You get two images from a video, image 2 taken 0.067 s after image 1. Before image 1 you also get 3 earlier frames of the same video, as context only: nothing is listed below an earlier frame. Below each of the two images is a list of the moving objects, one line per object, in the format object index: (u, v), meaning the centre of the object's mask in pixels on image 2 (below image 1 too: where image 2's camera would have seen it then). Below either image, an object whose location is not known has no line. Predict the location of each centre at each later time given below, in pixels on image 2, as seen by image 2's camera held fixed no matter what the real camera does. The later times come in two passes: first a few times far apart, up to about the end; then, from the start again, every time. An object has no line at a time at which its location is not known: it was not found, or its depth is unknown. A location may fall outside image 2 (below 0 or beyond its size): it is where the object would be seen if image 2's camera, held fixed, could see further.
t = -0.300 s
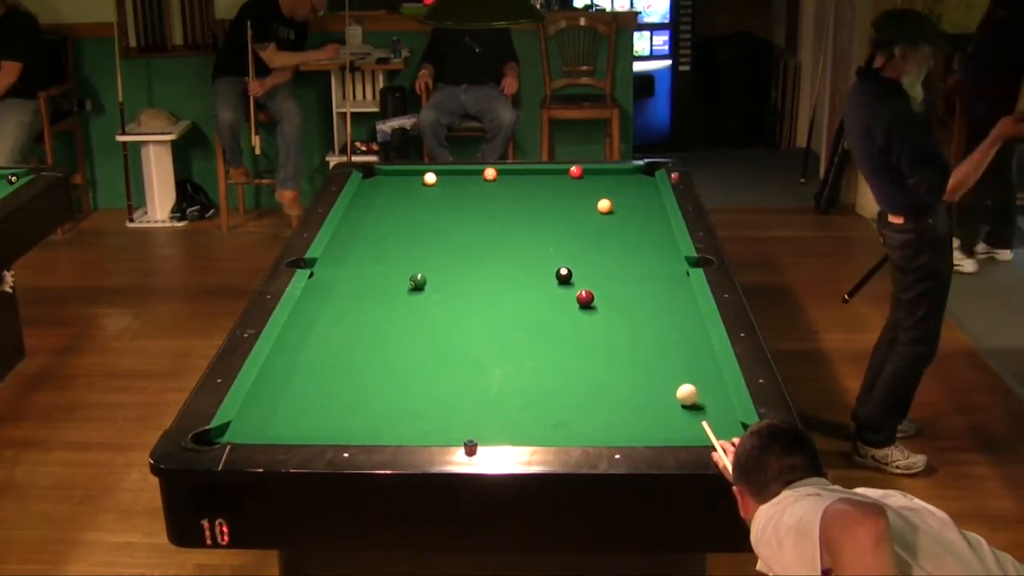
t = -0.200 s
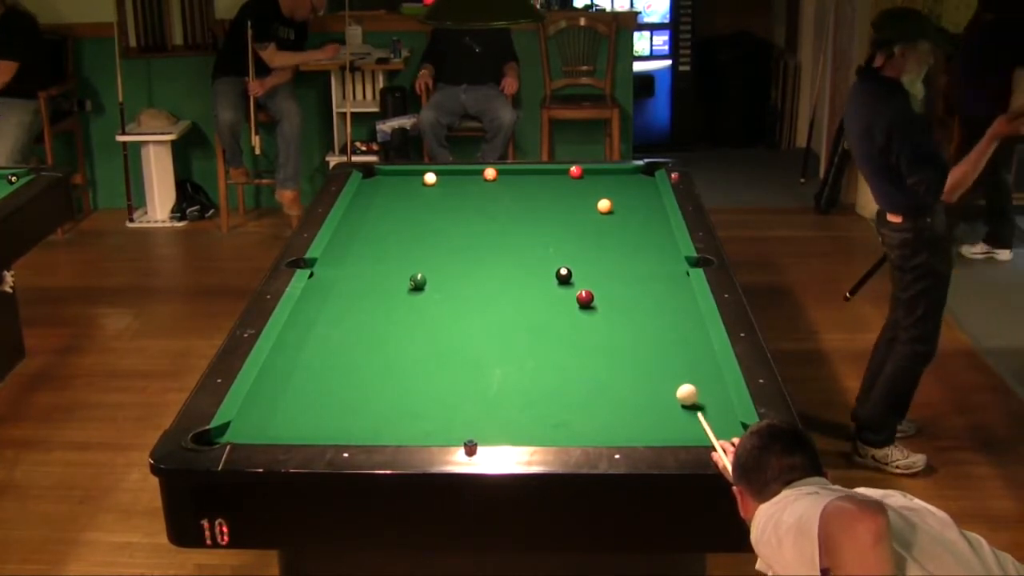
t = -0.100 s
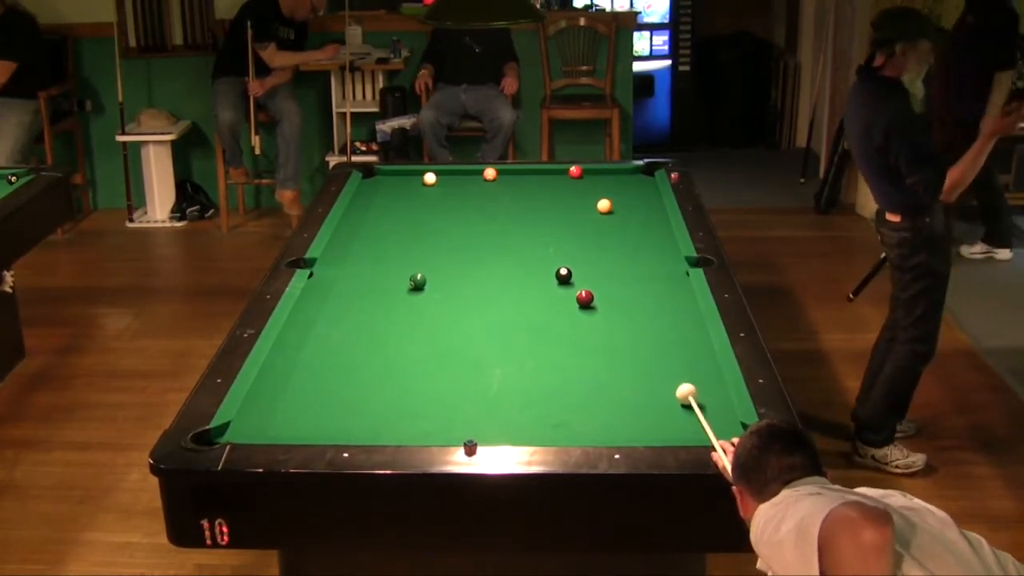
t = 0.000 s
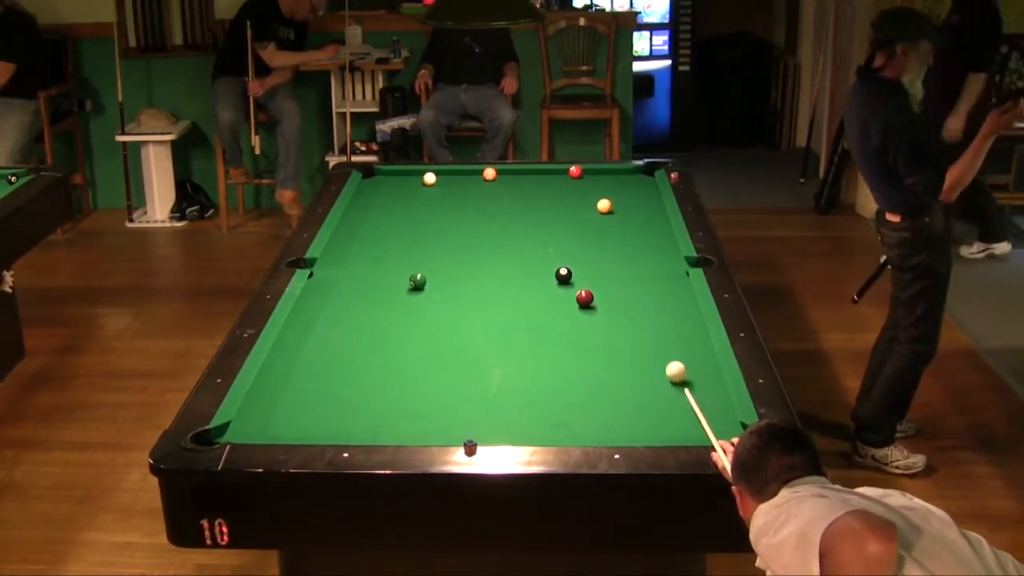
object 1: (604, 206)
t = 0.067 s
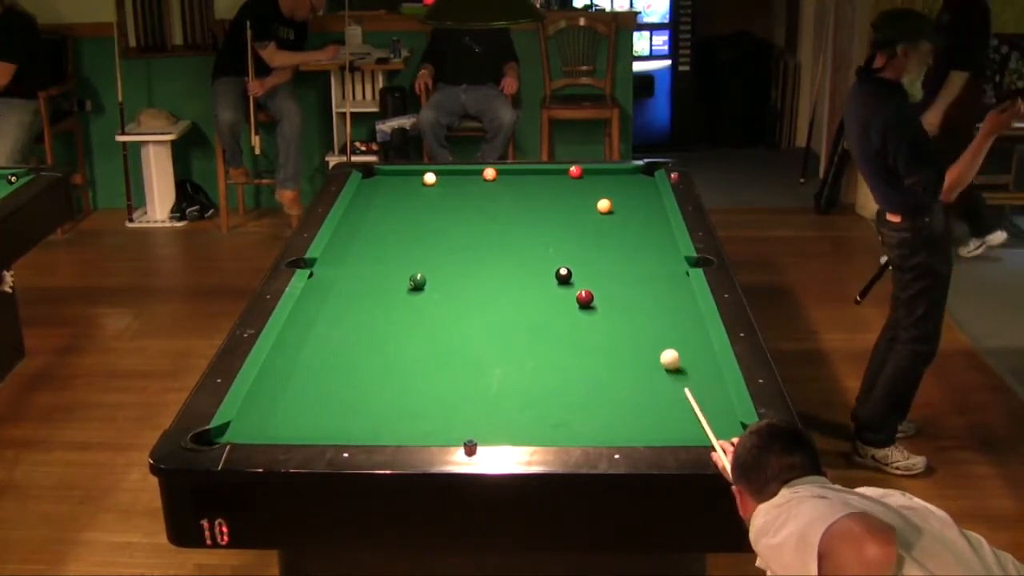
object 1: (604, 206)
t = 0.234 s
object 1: (604, 206)
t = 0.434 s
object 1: (604, 206)
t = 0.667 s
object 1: (605, 206)
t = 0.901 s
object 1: (605, 206)
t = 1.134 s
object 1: (605, 206)
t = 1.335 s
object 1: (606, 203)
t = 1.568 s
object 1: (614, 194)
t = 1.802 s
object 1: (622, 185)
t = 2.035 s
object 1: (629, 177)
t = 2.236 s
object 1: (634, 171)
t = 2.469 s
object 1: (648, 172)
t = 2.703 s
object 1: (644, 172)
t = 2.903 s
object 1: (640, 171)
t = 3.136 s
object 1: (637, 170)
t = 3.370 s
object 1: (637, 171)
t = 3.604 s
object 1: (638, 171)
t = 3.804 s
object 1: (637, 171)
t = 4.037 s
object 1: (638, 171)
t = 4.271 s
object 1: (637, 171)
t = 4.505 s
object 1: (637, 171)
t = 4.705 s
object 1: (637, 171)
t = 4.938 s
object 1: (637, 171)
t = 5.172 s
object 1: (637, 171)
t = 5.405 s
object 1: (637, 171)
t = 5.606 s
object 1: (637, 171)
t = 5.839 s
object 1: (637, 171)
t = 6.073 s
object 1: (637, 171)
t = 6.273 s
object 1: (637, 171)
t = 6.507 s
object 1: (637, 171)
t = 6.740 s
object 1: (637, 171)
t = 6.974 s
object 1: (637, 171)
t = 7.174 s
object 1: (637, 171)
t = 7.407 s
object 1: (637, 171)
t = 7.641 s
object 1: (637, 171)
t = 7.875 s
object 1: (637, 171)
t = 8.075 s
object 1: (637, 171)
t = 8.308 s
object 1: (637, 171)
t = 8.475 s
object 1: (637, 171)
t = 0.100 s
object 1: (604, 206)
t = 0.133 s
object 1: (604, 206)
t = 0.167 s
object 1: (604, 206)
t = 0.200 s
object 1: (604, 206)
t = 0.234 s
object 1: (604, 206)
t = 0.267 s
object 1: (604, 206)
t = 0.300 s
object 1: (604, 206)
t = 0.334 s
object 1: (604, 206)
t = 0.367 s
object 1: (604, 206)
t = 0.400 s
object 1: (604, 206)
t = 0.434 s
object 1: (604, 206)
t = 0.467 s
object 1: (604, 206)
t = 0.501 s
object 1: (604, 206)
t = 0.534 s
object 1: (605, 206)
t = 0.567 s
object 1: (604, 206)
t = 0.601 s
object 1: (604, 206)
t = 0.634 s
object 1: (605, 206)
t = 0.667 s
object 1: (605, 206)
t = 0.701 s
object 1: (605, 206)
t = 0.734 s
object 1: (604, 206)
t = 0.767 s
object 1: (605, 206)
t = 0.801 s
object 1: (604, 206)
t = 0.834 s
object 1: (604, 206)
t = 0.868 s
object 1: (605, 206)
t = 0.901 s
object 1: (605, 206)
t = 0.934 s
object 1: (605, 206)
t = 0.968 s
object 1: (605, 206)
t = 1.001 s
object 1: (604, 206)
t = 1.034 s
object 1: (605, 206)
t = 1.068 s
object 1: (605, 206)
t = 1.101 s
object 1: (605, 206)
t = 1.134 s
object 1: (605, 206)
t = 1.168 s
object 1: (604, 206)
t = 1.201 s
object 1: (604, 205)
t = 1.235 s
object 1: (604, 205)
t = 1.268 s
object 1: (605, 204)
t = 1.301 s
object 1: (605, 204)
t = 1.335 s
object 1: (606, 203)
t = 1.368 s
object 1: (607, 203)
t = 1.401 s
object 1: (608, 201)
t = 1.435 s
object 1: (610, 200)
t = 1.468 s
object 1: (611, 198)
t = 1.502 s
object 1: (612, 197)
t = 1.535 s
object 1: (613, 195)
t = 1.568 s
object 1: (614, 194)
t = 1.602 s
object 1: (615, 193)
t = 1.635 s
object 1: (616, 192)
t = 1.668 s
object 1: (617, 190)
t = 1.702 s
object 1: (619, 189)
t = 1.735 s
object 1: (620, 188)
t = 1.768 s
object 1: (621, 186)
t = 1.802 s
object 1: (622, 185)
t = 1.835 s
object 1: (623, 184)
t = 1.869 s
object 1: (624, 183)
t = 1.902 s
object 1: (625, 182)
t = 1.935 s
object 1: (626, 180)
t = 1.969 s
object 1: (626, 179)
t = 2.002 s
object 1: (628, 178)
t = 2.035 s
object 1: (629, 177)
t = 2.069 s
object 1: (630, 176)
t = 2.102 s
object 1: (630, 175)
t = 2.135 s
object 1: (631, 174)
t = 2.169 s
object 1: (632, 173)
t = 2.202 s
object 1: (633, 172)
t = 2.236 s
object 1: (634, 171)
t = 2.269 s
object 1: (636, 171)
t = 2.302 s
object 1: (638, 171)
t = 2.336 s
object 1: (640, 171)
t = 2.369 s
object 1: (642, 172)
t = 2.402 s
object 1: (645, 172)
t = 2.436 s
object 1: (646, 172)
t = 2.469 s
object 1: (648, 172)
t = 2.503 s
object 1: (648, 172)
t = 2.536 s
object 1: (648, 172)
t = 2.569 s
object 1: (647, 172)
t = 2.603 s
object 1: (646, 172)
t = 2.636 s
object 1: (645, 172)
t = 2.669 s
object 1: (645, 172)
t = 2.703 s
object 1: (644, 172)
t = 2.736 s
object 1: (643, 171)
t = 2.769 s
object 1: (643, 171)
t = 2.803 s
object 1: (642, 171)
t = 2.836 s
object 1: (642, 171)
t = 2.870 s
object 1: (641, 171)
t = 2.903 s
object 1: (640, 171)
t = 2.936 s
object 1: (640, 171)
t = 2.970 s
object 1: (639, 171)
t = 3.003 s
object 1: (638, 171)
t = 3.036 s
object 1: (638, 170)
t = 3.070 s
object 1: (637, 170)
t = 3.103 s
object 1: (637, 170)
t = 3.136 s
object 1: (637, 170)
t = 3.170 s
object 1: (637, 170)
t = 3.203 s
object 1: (637, 170)
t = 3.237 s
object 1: (637, 170)
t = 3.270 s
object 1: (637, 170)
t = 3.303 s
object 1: (637, 170)
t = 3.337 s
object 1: (637, 171)
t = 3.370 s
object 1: (637, 171)
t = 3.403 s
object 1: (637, 170)
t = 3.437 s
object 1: (637, 171)
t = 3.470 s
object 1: (637, 171)
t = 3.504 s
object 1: (638, 171)
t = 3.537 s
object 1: (638, 171)
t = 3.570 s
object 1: (638, 171)
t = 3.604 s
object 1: (638, 171)
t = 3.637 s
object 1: (638, 171)
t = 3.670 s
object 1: (638, 171)
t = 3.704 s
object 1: (638, 171)
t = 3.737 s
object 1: (638, 171)
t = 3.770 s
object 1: (637, 171)
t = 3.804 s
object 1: (637, 171)
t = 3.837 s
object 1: (638, 171)
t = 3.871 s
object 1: (638, 171)
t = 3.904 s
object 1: (638, 171)
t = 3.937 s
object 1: (638, 171)
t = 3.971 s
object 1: (637, 171)
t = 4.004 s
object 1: (637, 171)
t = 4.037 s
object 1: (638, 171)
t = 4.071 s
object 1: (637, 171)
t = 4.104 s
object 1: (638, 171)
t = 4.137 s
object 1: (637, 171)
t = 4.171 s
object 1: (637, 171)
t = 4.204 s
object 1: (637, 171)
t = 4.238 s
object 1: (637, 171)
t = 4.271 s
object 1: (637, 171)
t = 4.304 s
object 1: (637, 171)
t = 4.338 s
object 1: (637, 171)
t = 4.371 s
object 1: (637, 171)
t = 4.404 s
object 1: (637, 171)
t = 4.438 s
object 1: (637, 171)
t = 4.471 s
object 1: (637, 171)
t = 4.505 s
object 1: (637, 171)
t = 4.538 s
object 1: (637, 171)
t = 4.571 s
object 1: (637, 171)
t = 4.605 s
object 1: (637, 171)
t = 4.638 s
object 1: (637, 171)
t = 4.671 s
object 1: (637, 171)
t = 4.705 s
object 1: (637, 171)
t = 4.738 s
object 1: (637, 171)
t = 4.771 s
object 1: (637, 171)
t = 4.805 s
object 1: (637, 171)
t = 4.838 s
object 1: (637, 171)
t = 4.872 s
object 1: (637, 171)
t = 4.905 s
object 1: (637, 171)
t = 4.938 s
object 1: (637, 171)
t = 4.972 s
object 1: (637, 171)
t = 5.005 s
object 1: (637, 171)
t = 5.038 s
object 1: (637, 171)
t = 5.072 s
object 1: (638, 170)
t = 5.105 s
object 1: (637, 171)
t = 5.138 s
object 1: (637, 171)
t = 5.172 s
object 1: (637, 171)
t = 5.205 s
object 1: (637, 171)
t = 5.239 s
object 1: (637, 171)
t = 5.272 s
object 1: (637, 171)
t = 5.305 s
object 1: (637, 171)
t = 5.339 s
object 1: (637, 171)
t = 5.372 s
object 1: (637, 171)
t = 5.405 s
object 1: (637, 171)
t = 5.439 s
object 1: (637, 171)
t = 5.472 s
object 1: (637, 171)
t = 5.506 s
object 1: (637, 171)
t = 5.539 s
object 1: (637, 171)
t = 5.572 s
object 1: (637, 171)
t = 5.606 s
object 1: (637, 171)
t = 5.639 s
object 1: (637, 171)
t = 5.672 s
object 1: (637, 171)
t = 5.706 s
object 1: (637, 171)
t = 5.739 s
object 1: (637, 171)
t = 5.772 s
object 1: (637, 171)
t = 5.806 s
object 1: (637, 171)
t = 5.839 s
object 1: (637, 171)
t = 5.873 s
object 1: (637, 171)
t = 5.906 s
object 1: (637, 171)
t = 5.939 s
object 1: (637, 171)
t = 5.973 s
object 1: (637, 171)
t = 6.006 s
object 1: (637, 171)
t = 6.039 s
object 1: (637, 171)
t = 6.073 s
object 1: (637, 171)
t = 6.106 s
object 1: (637, 171)
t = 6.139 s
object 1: (637, 171)
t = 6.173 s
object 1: (637, 171)
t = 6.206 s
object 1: (637, 171)
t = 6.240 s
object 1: (637, 171)
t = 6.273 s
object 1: (637, 171)
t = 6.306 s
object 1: (637, 171)
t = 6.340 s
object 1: (637, 171)
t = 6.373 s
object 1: (637, 171)
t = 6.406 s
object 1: (637, 171)
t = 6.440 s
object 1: (637, 171)
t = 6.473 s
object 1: (637, 171)
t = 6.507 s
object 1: (637, 171)
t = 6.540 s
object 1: (637, 171)
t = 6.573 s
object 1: (637, 171)
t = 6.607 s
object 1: (637, 171)
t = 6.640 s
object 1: (637, 171)
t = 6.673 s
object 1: (637, 171)
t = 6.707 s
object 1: (637, 171)
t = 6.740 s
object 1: (637, 171)
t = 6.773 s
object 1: (637, 171)
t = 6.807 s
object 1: (637, 171)
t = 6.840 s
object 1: (637, 171)
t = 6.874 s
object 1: (637, 171)
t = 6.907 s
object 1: (637, 171)
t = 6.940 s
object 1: (637, 171)
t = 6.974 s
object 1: (637, 171)
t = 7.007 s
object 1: (637, 171)
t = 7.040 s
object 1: (637, 171)
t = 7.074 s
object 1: (637, 171)
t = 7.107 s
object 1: (637, 171)
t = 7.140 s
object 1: (637, 171)
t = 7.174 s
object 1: (637, 171)
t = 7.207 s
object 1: (637, 171)
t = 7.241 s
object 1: (637, 171)
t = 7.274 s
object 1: (637, 171)
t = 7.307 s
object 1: (637, 171)
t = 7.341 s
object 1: (637, 171)
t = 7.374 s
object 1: (637, 171)
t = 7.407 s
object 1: (637, 171)
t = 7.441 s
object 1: (637, 171)
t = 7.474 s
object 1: (637, 171)
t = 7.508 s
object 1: (637, 171)
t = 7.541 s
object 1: (637, 171)
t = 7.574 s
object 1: (637, 171)
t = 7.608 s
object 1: (637, 171)
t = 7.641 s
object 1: (637, 171)
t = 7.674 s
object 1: (637, 171)
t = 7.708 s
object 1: (637, 171)
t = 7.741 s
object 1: (637, 171)
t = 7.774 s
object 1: (637, 171)
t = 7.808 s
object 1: (637, 171)
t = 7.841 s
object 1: (637, 171)
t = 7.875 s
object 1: (637, 171)
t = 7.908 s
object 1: (637, 171)
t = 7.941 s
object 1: (637, 171)
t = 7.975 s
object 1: (637, 171)
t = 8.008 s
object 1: (637, 171)
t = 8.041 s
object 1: (637, 171)
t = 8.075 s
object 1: (637, 171)
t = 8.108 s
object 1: (637, 171)
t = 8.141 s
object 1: (637, 171)
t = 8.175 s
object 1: (637, 171)
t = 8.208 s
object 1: (637, 171)
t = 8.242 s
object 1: (637, 171)
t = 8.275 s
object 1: (637, 171)
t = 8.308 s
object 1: (637, 171)
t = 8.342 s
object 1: (638, 171)
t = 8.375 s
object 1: (637, 171)
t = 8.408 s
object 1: (637, 171)
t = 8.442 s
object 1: (637, 171)
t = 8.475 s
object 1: (637, 171)
